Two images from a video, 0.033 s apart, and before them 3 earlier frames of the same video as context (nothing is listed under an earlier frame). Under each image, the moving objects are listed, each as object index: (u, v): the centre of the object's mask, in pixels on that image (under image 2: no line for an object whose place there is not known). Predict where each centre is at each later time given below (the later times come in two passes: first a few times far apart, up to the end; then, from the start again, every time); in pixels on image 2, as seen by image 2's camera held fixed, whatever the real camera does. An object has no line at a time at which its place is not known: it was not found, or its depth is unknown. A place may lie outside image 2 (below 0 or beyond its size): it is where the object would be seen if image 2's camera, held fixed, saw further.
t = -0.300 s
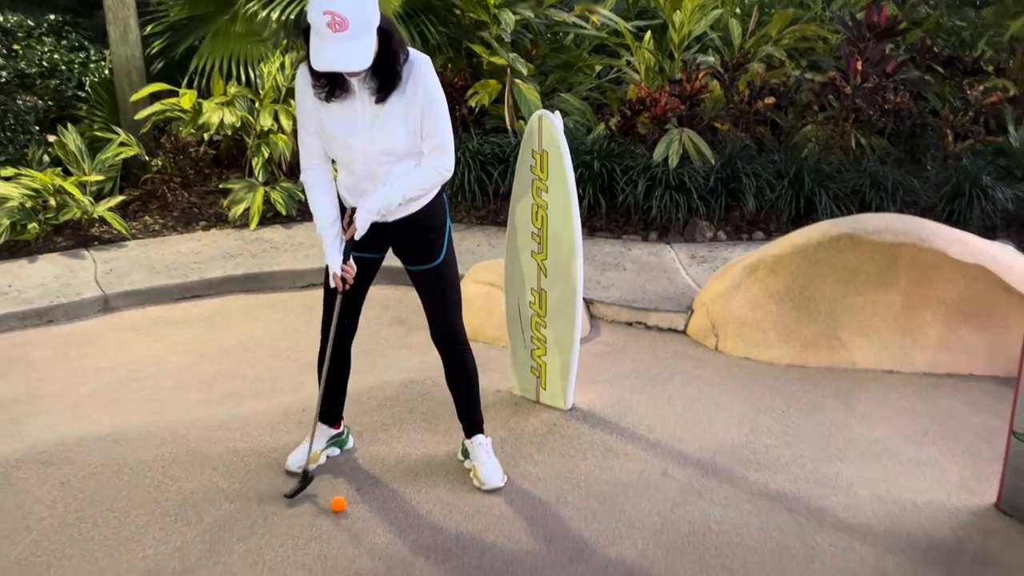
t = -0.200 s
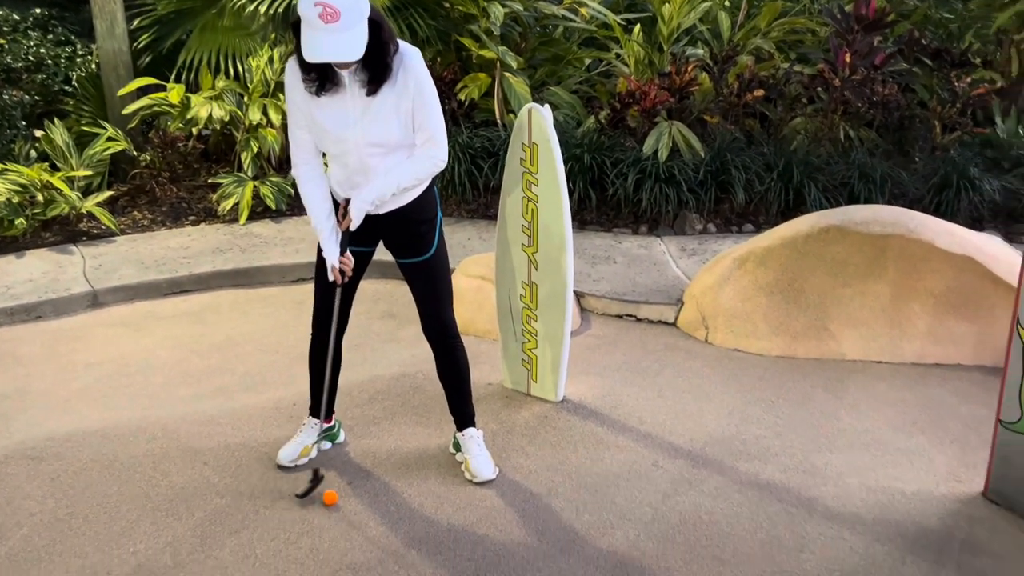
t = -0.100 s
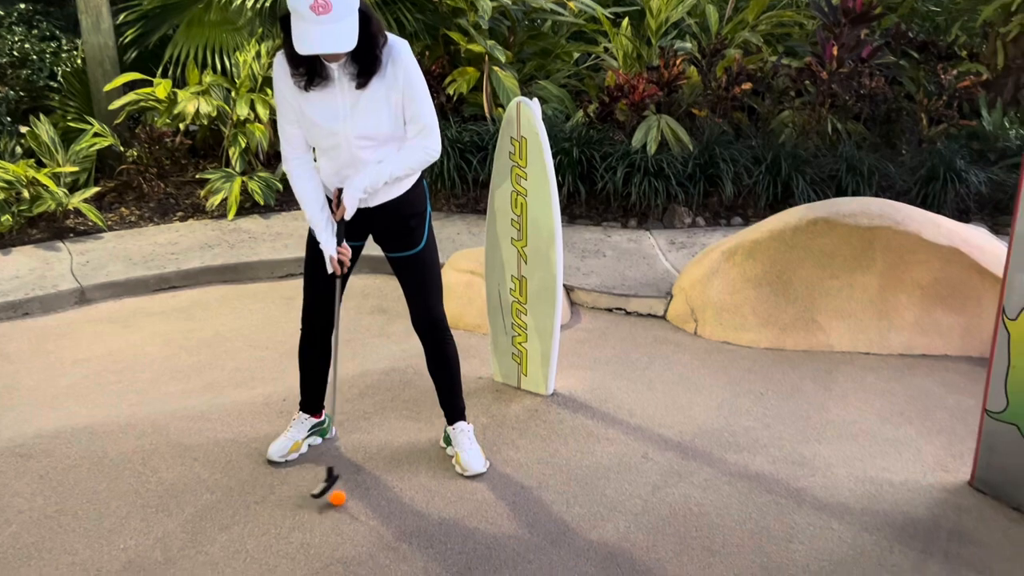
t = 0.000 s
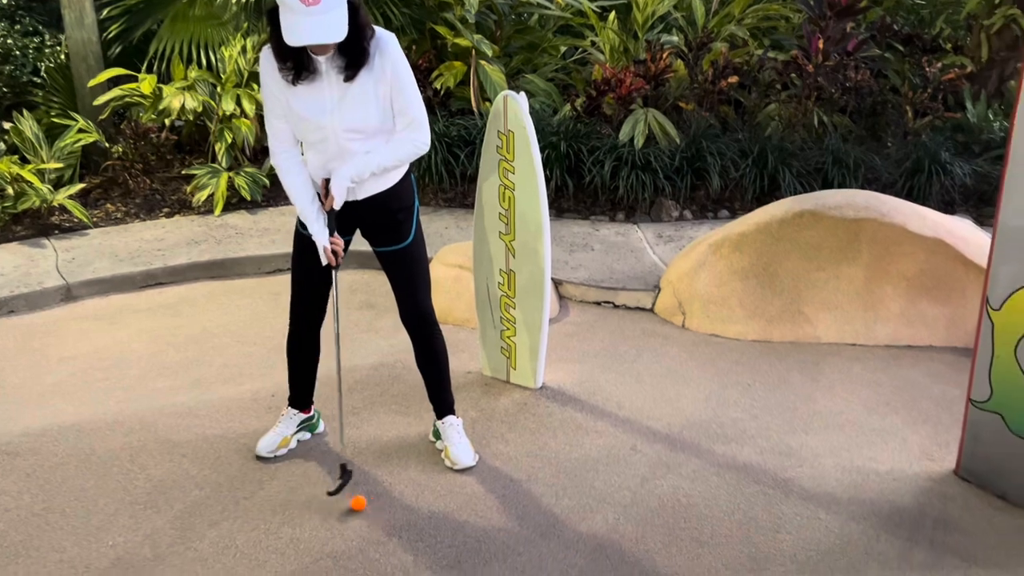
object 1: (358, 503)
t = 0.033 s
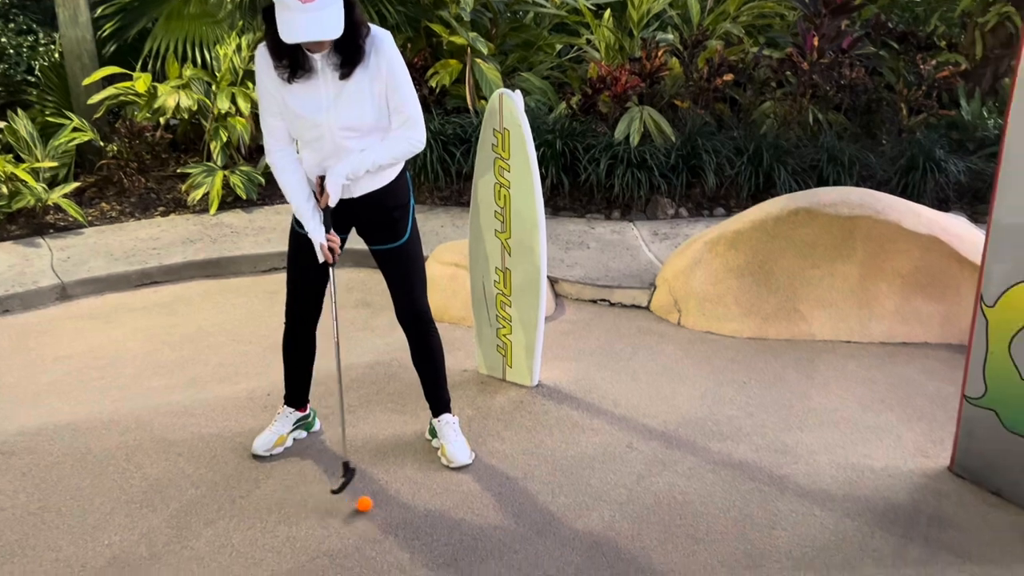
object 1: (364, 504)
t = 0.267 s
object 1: (432, 524)
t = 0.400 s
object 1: (471, 534)
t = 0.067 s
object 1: (373, 507)
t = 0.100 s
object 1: (383, 510)
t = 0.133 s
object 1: (394, 513)
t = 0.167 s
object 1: (404, 516)
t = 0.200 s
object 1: (413, 518)
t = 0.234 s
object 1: (423, 521)
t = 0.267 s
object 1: (432, 524)
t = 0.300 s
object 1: (442, 526)
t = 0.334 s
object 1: (452, 529)
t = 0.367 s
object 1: (462, 532)
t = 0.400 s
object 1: (471, 534)
